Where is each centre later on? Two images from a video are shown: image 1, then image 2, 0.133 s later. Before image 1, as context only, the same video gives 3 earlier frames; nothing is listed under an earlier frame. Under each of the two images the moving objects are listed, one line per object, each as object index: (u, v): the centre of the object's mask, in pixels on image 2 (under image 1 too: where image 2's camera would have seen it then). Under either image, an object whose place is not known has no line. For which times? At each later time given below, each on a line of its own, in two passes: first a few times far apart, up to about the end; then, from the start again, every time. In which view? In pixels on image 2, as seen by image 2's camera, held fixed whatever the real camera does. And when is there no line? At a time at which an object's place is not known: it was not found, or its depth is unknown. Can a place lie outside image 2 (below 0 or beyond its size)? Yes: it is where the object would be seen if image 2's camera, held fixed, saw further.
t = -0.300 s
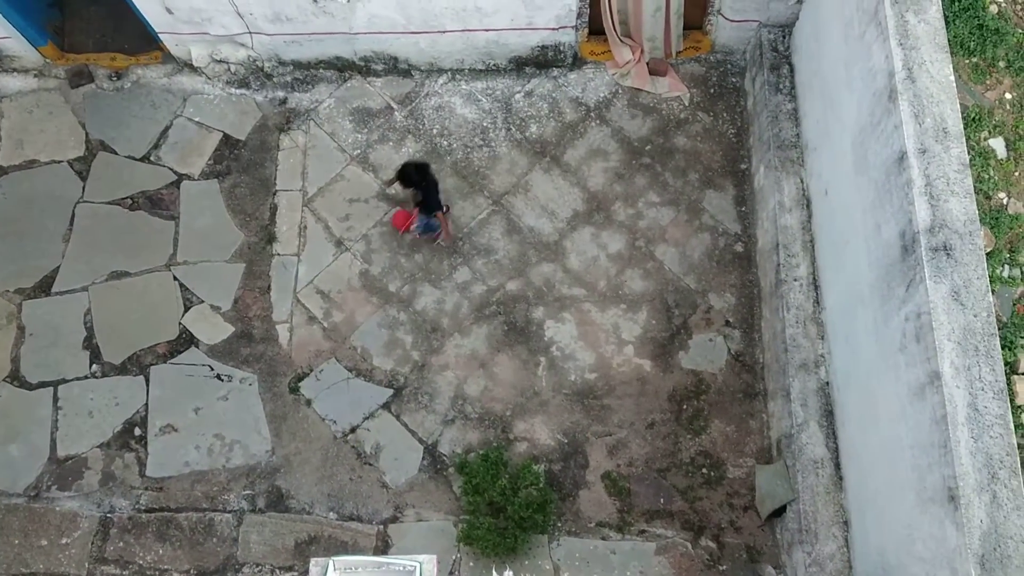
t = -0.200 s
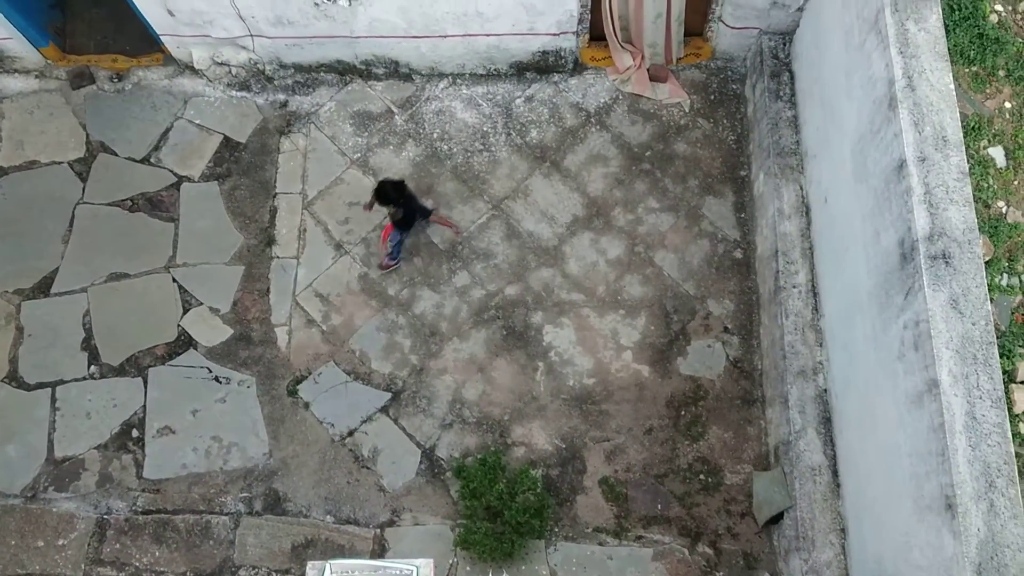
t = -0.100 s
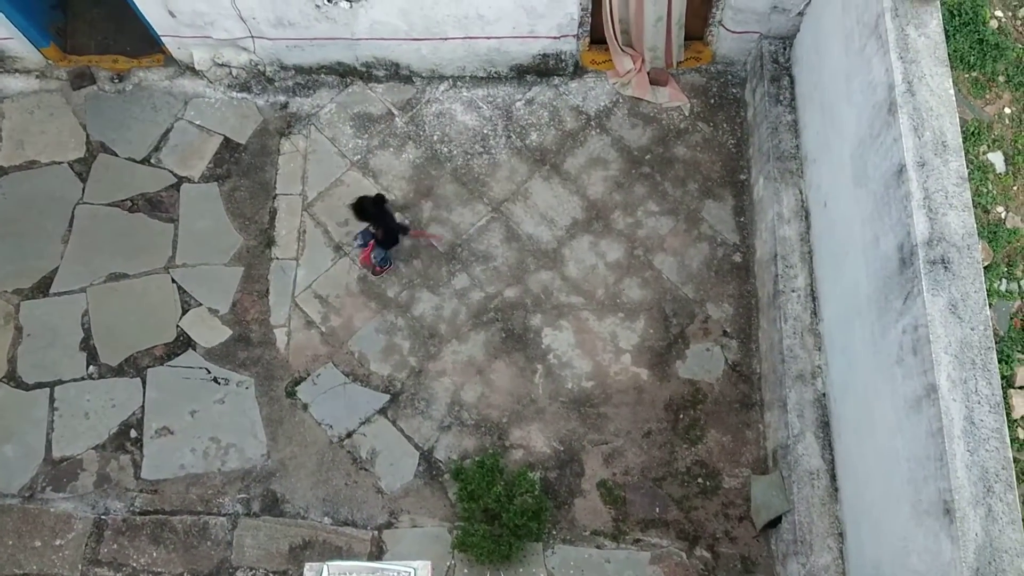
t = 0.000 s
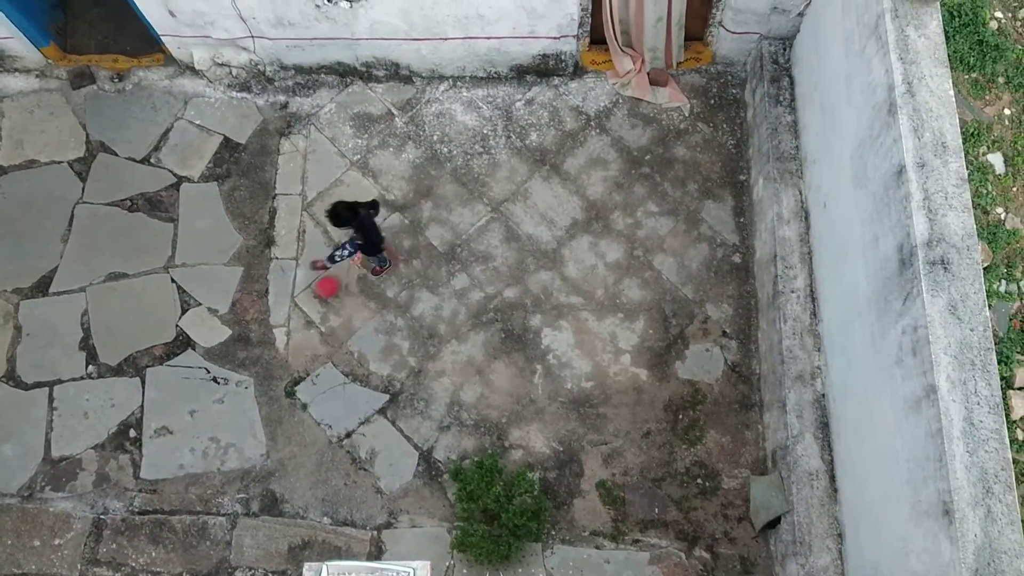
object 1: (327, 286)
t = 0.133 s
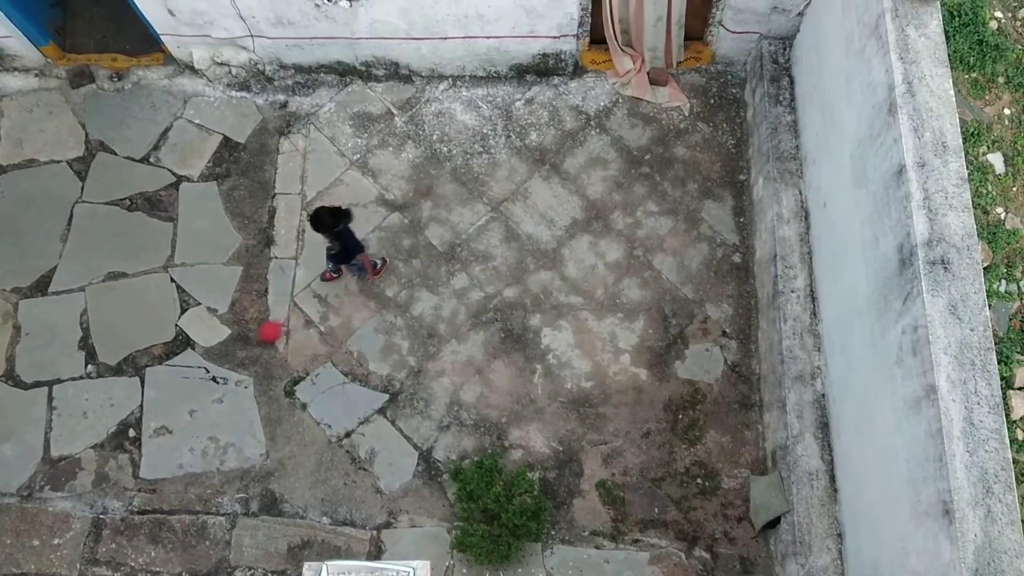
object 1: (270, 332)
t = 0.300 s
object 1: (198, 374)
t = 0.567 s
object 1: (91, 441)
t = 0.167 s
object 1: (257, 341)
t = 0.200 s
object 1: (242, 350)
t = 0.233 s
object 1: (227, 357)
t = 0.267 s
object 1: (212, 364)
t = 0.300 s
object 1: (198, 374)
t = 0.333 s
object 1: (186, 383)
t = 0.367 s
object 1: (173, 391)
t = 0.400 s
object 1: (160, 401)
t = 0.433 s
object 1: (147, 411)
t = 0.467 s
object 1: (133, 418)
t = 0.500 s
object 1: (120, 425)
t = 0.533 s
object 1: (105, 432)
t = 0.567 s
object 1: (91, 441)
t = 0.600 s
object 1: (79, 450)
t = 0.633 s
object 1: (69, 459)
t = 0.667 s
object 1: (59, 467)
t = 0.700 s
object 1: (48, 476)
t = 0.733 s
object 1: (37, 487)
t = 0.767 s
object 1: (25, 493)
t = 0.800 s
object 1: (18, 489)
